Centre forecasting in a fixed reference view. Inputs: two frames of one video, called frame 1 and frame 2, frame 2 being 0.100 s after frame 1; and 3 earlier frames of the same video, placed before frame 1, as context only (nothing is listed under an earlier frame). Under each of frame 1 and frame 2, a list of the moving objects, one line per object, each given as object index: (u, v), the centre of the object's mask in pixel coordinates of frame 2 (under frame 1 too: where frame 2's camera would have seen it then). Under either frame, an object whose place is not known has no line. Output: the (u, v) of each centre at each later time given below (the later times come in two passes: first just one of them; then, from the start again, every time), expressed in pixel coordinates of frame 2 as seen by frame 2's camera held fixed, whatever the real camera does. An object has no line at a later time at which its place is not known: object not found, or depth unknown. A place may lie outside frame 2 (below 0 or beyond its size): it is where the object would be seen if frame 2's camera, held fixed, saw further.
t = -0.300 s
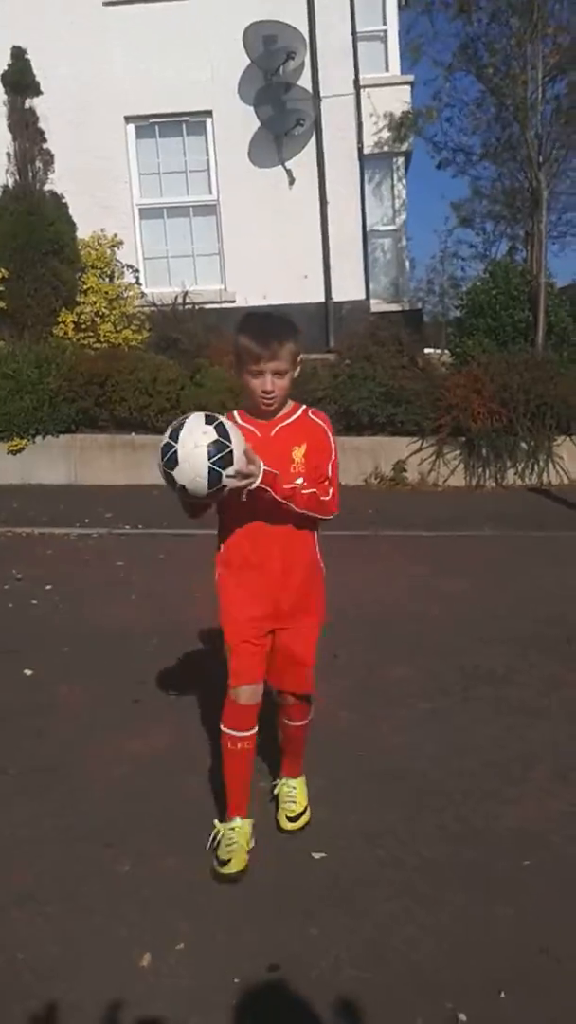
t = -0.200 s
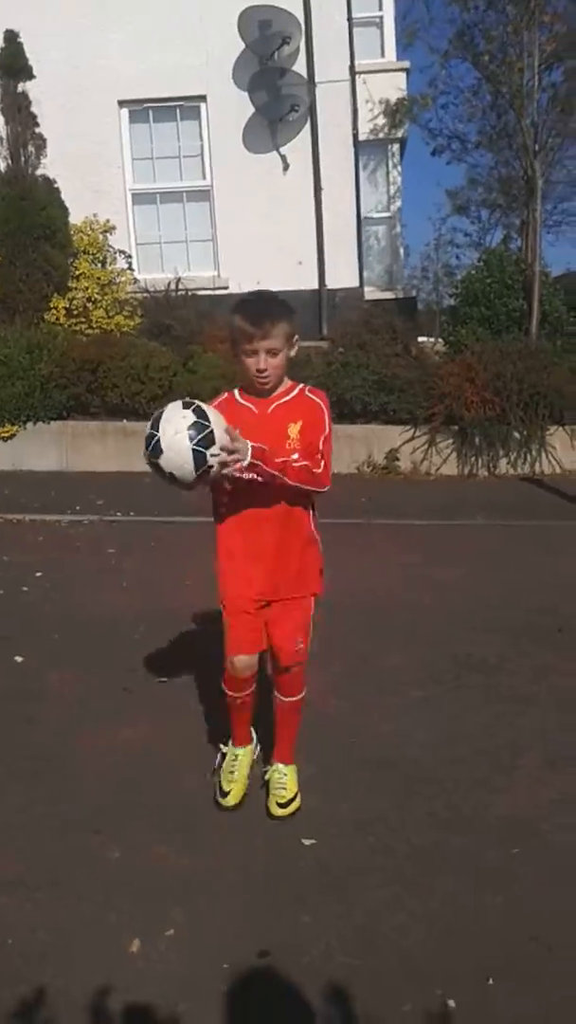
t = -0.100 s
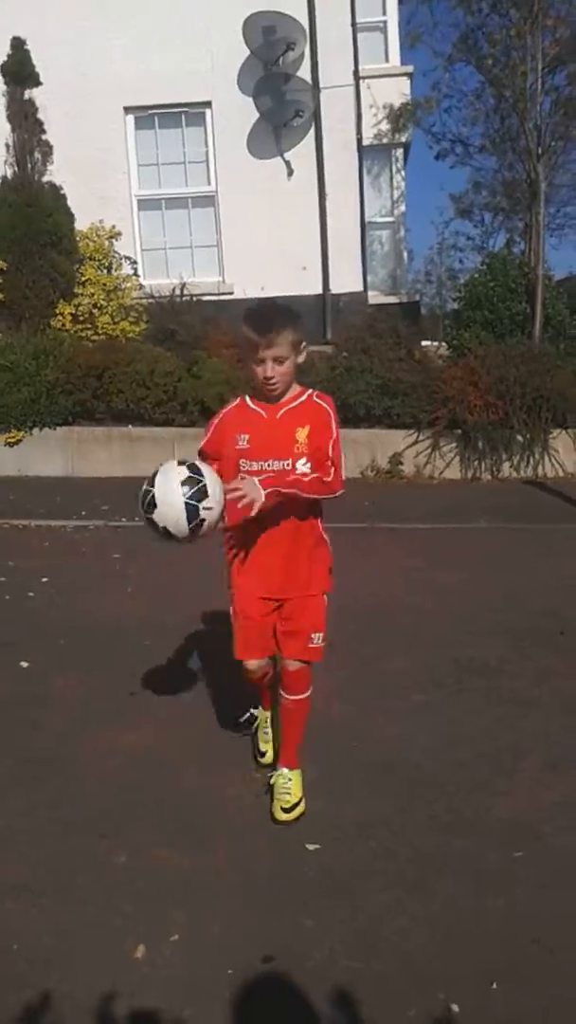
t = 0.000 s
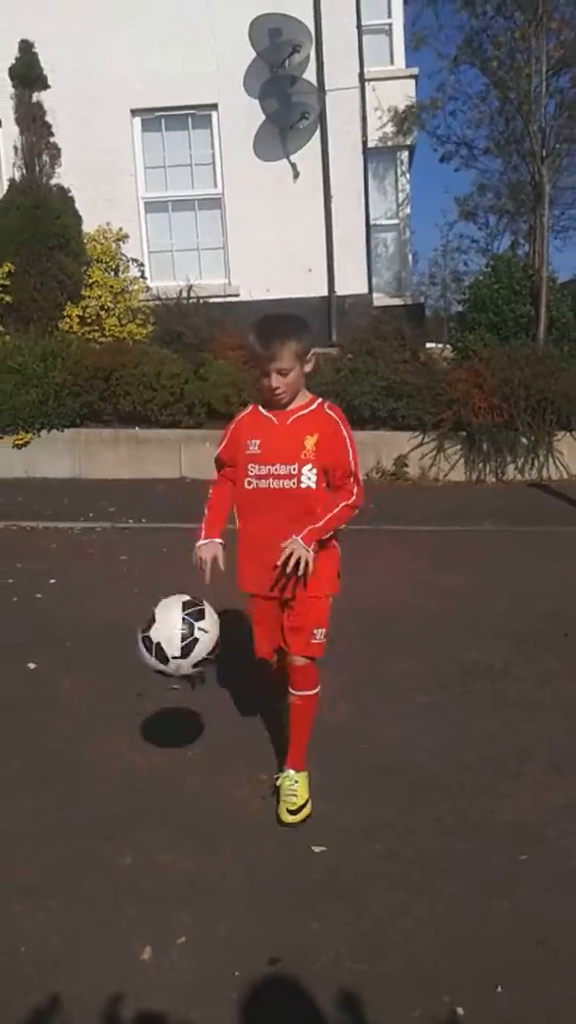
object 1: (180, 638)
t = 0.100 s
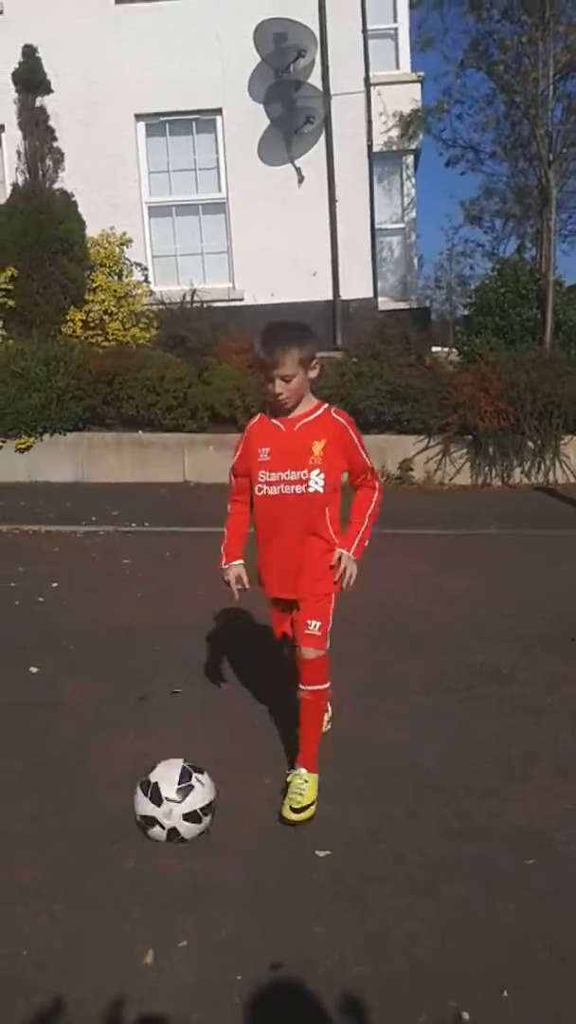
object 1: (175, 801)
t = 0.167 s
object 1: (175, 709)
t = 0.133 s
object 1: (174, 754)
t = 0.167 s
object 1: (175, 709)
